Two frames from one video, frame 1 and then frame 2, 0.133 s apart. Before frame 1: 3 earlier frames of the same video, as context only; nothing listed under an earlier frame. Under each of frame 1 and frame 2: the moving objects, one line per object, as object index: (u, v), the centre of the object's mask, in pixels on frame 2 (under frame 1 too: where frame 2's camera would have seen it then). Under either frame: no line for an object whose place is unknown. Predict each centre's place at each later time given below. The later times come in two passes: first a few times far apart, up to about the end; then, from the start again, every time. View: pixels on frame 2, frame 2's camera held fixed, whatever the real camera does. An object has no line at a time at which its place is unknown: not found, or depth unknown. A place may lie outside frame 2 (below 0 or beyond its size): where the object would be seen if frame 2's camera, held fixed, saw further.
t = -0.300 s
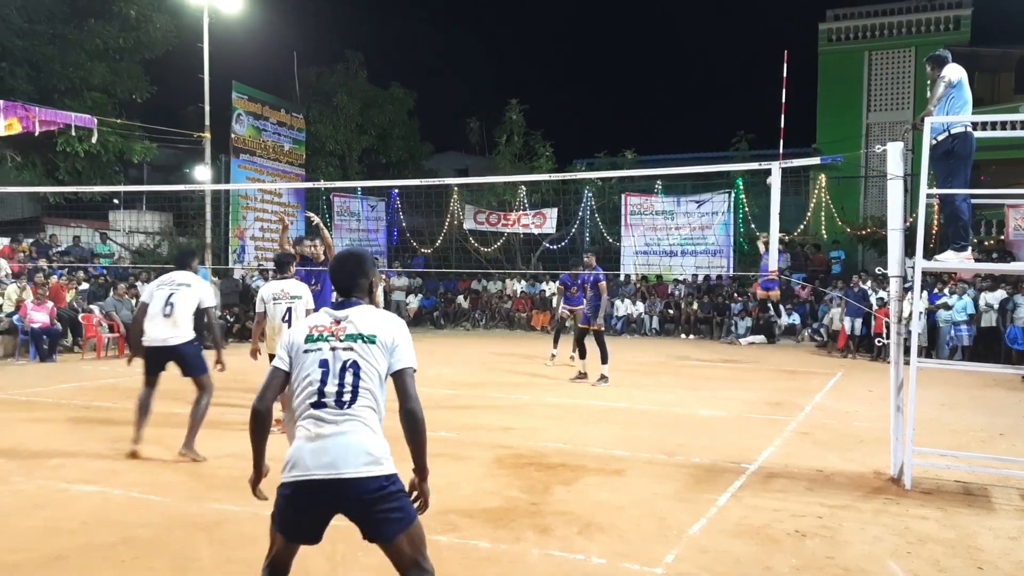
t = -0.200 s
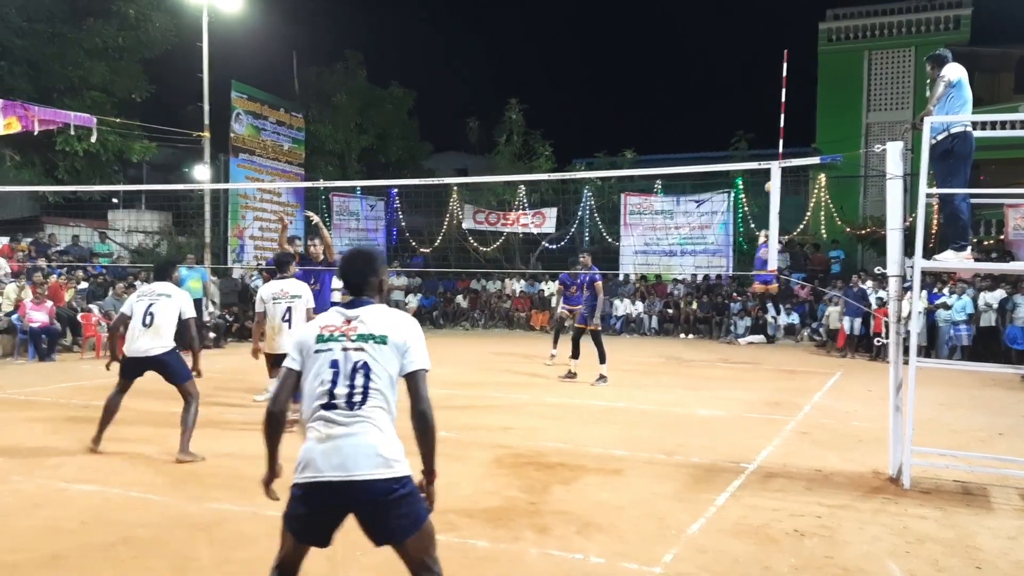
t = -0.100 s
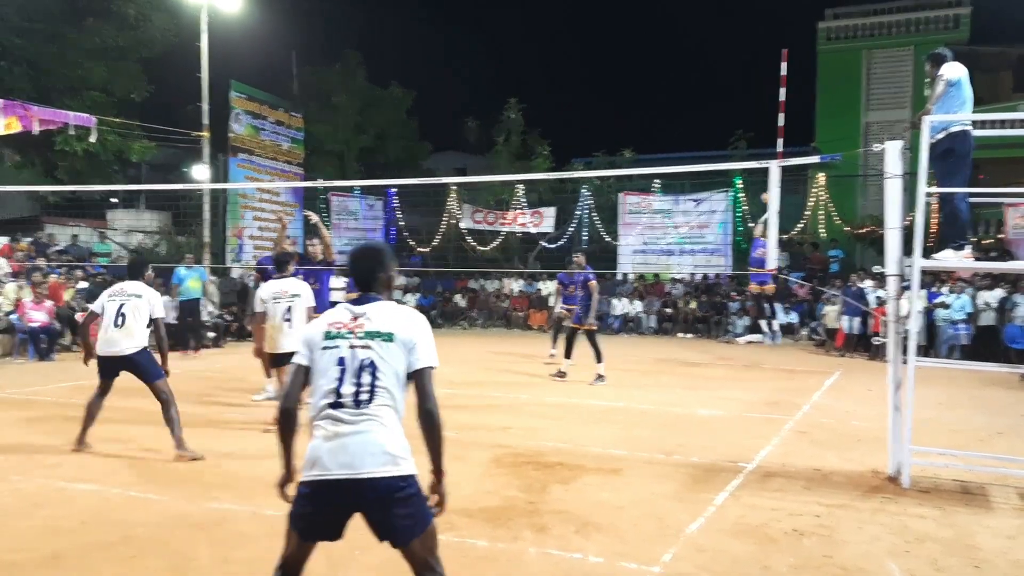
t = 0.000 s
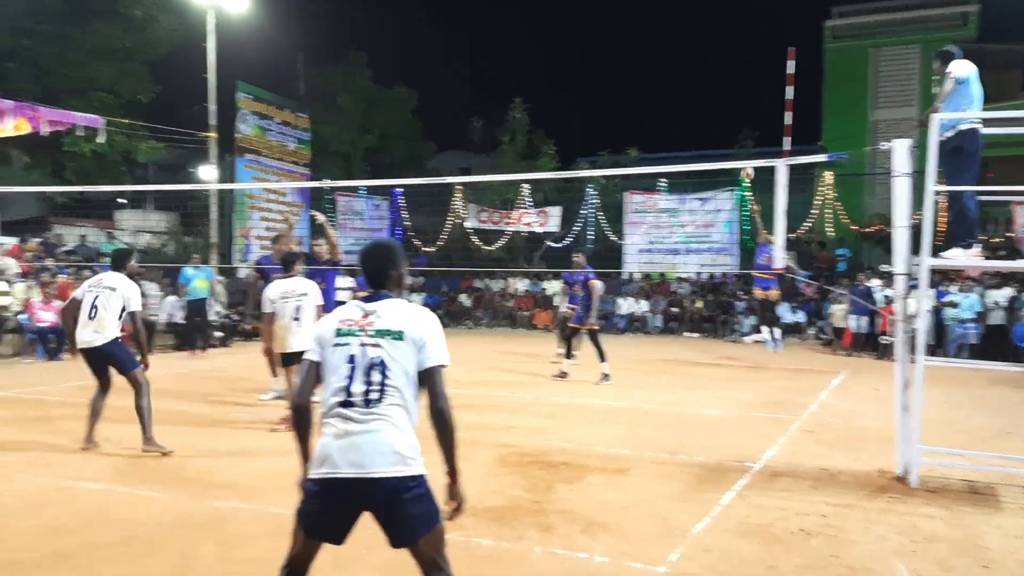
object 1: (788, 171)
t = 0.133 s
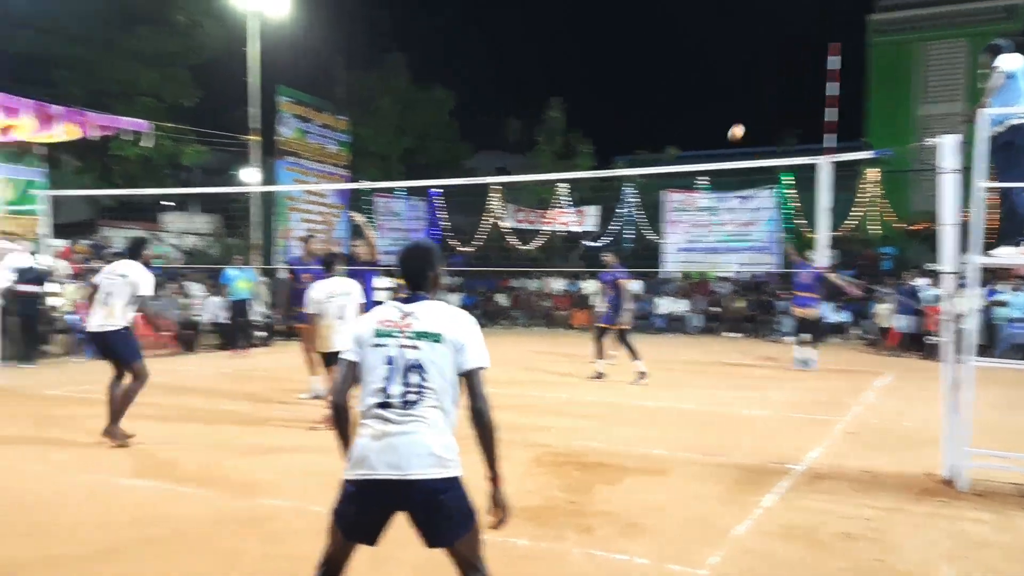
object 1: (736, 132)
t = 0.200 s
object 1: (707, 115)
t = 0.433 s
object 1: (580, 64)
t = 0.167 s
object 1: (722, 123)
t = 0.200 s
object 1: (707, 115)
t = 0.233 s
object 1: (691, 106)
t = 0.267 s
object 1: (675, 98)
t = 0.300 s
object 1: (658, 91)
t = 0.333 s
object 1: (640, 83)
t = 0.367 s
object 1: (621, 77)
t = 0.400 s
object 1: (601, 70)
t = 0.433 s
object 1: (580, 64)
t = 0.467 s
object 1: (559, 58)
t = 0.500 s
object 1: (536, 53)
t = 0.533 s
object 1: (512, 48)
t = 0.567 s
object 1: (487, 44)
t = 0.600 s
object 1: (459, 41)
